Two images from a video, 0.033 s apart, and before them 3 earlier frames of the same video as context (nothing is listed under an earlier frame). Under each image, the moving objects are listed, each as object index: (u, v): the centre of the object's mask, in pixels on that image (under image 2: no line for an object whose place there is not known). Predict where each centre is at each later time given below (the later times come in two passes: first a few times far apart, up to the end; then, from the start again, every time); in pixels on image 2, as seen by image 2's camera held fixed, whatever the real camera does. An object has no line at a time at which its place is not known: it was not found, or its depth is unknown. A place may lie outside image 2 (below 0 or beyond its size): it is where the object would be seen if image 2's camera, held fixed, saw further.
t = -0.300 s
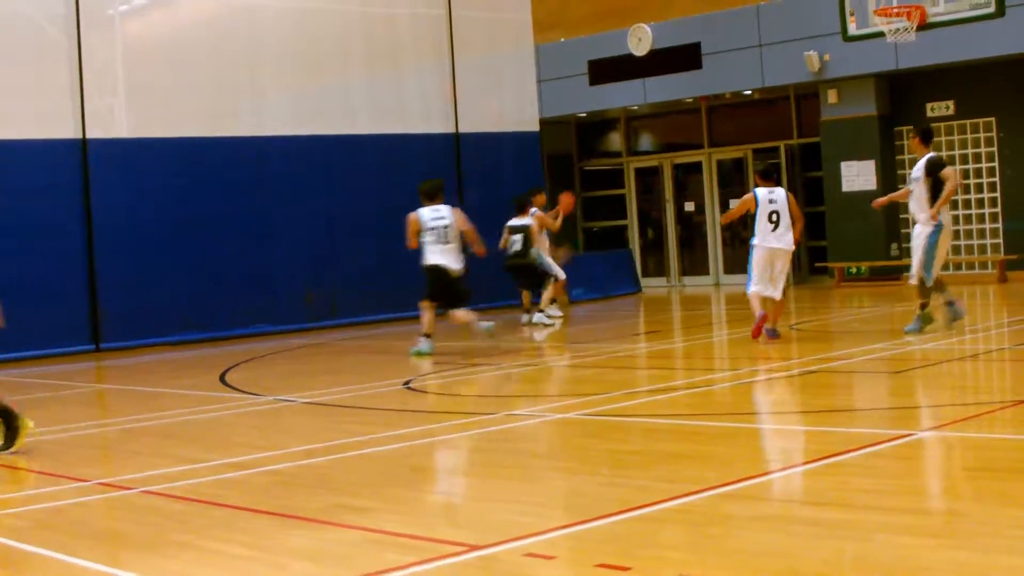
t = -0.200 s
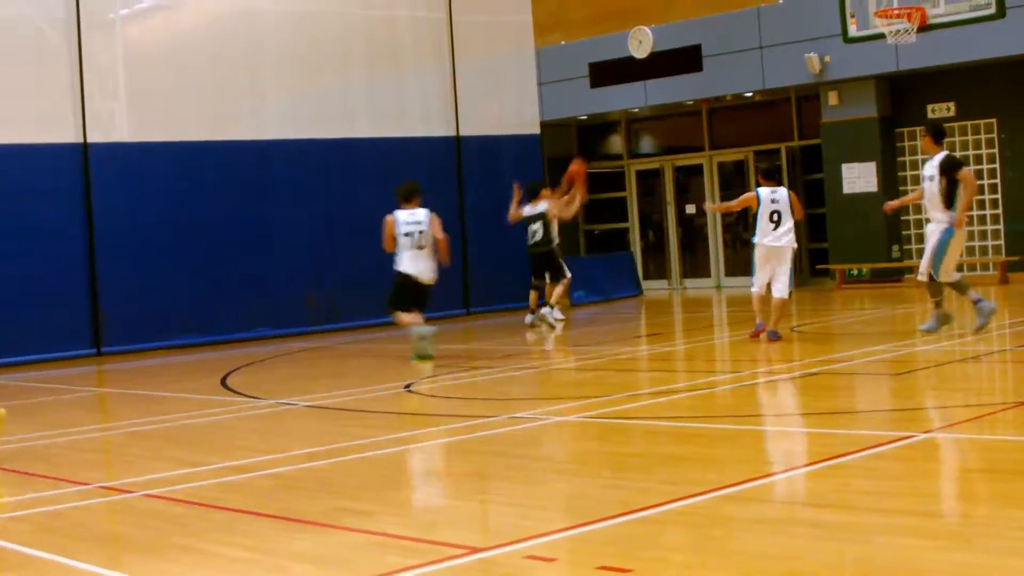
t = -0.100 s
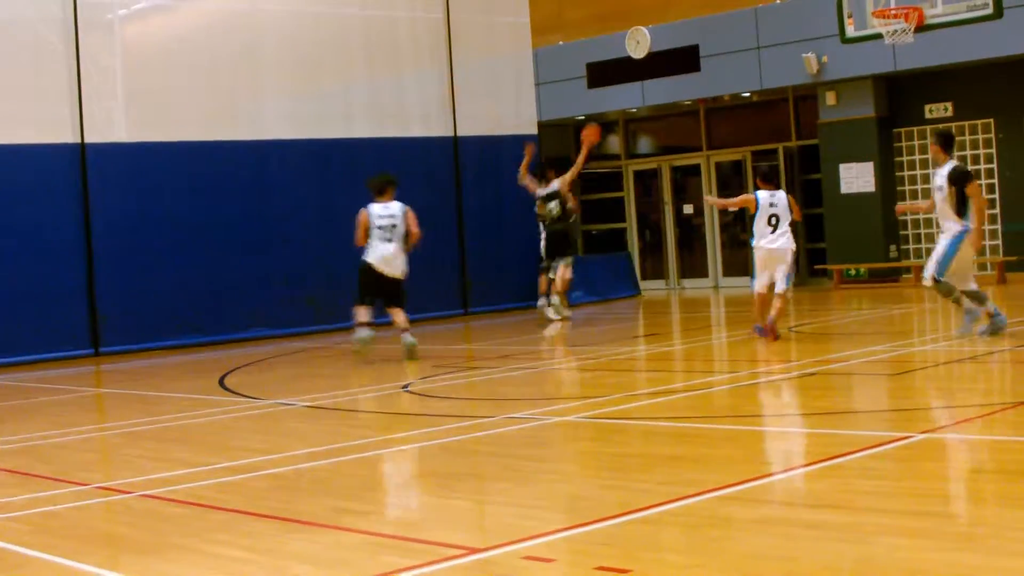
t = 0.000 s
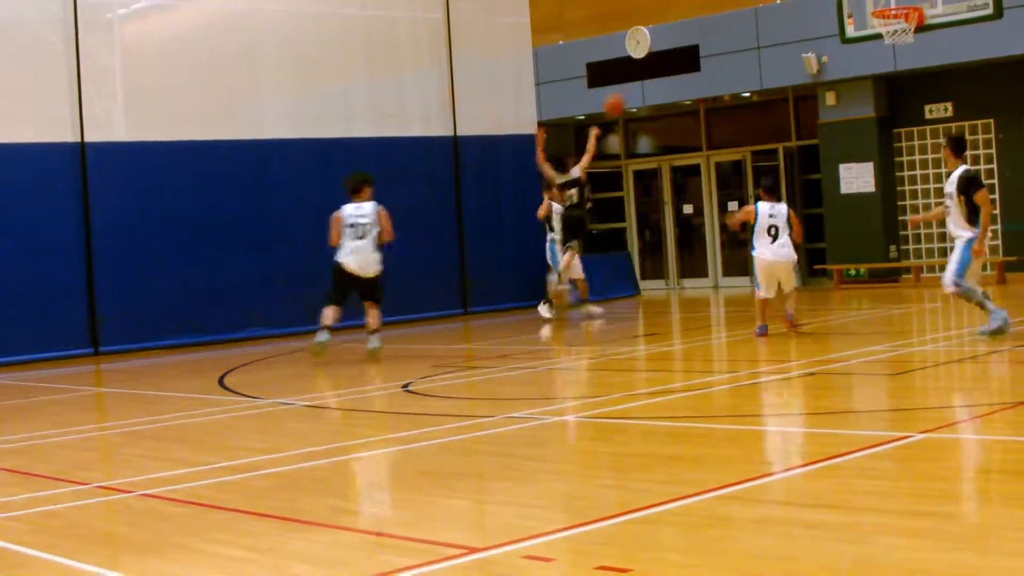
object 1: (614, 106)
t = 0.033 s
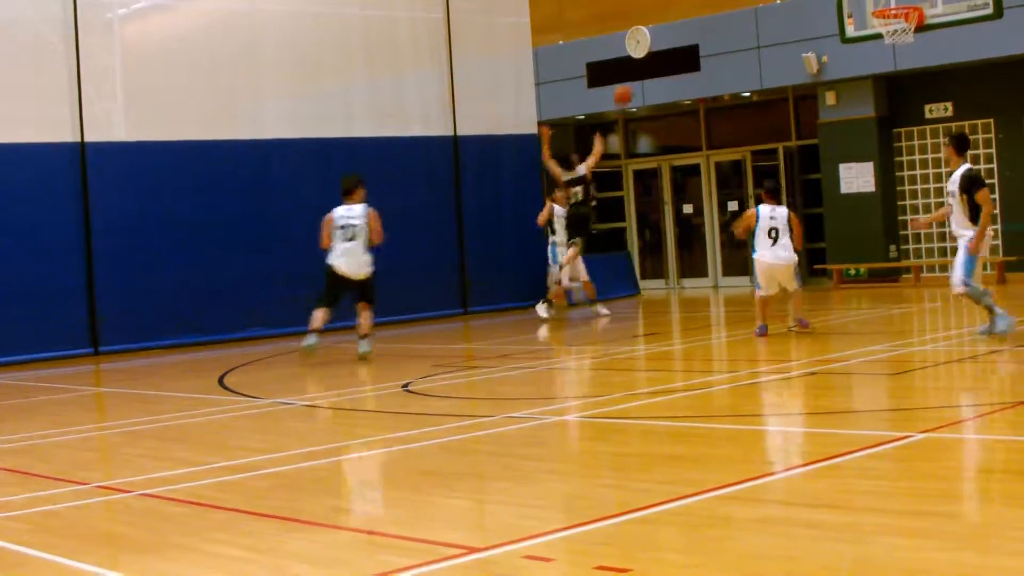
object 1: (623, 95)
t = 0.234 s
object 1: (676, 59)
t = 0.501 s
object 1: (750, 59)
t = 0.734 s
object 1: (819, 109)
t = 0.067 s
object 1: (632, 86)
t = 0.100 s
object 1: (639, 79)
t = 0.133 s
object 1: (649, 72)
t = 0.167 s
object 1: (658, 67)
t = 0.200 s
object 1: (667, 63)
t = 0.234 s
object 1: (676, 59)
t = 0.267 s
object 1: (684, 56)
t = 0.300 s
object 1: (693, 54)
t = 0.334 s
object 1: (702, 52)
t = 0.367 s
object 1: (712, 52)
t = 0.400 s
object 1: (722, 52)
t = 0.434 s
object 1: (731, 54)
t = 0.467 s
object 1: (741, 56)
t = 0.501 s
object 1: (750, 59)
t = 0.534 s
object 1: (760, 64)
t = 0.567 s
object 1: (769, 69)
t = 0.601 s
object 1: (780, 75)
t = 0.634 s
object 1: (790, 83)
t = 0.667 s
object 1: (801, 92)
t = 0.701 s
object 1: (810, 100)
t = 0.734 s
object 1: (819, 109)
